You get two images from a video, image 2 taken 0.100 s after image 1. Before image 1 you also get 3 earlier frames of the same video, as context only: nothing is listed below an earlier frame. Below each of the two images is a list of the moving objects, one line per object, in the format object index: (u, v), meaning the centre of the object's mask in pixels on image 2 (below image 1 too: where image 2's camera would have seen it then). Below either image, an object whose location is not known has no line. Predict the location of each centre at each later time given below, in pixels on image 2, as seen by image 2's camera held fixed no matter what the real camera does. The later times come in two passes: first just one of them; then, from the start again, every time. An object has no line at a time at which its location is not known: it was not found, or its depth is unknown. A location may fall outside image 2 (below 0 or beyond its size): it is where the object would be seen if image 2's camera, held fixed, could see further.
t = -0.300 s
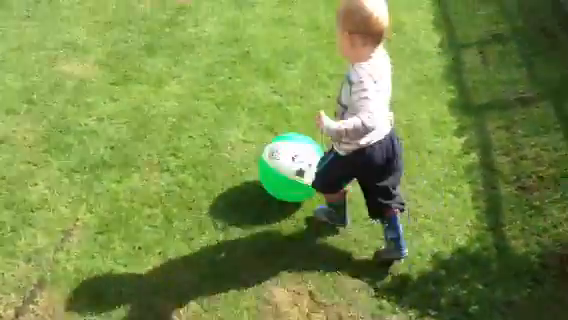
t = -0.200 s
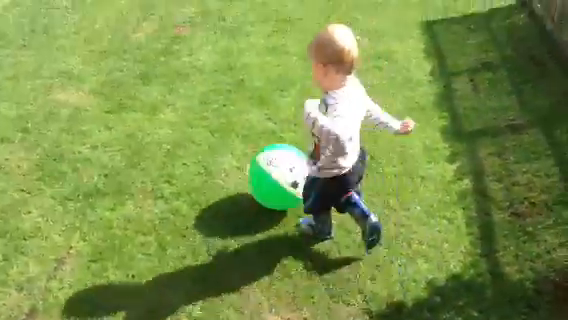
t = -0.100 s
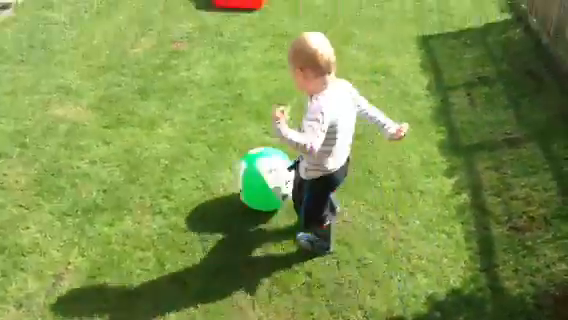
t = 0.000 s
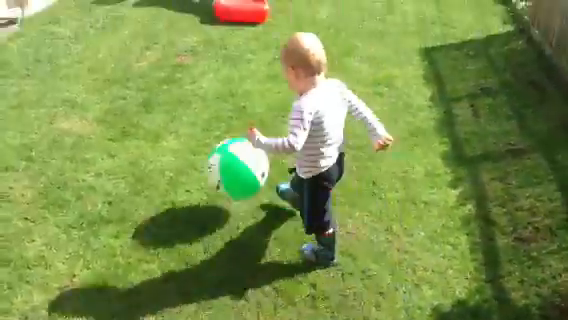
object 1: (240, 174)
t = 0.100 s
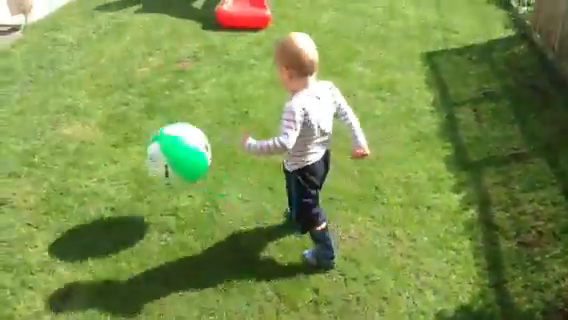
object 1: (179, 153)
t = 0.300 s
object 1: (60, 164)
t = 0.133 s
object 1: (159, 149)
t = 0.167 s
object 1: (138, 148)
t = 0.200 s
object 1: (118, 148)
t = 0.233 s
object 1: (98, 153)
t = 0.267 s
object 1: (78, 157)
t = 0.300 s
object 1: (60, 164)
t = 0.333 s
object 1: (42, 171)
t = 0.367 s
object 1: (25, 181)
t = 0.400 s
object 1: (10, 191)
